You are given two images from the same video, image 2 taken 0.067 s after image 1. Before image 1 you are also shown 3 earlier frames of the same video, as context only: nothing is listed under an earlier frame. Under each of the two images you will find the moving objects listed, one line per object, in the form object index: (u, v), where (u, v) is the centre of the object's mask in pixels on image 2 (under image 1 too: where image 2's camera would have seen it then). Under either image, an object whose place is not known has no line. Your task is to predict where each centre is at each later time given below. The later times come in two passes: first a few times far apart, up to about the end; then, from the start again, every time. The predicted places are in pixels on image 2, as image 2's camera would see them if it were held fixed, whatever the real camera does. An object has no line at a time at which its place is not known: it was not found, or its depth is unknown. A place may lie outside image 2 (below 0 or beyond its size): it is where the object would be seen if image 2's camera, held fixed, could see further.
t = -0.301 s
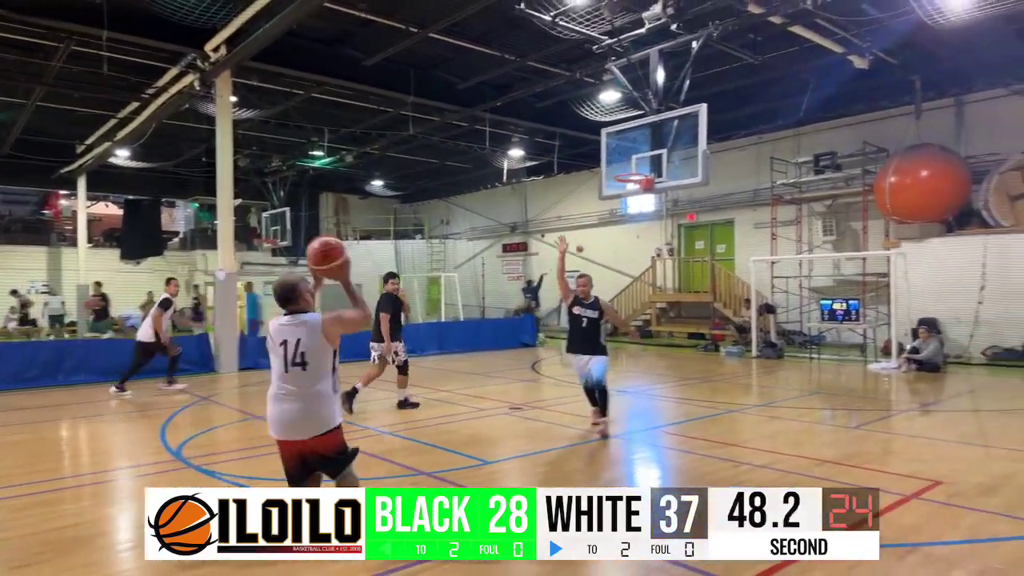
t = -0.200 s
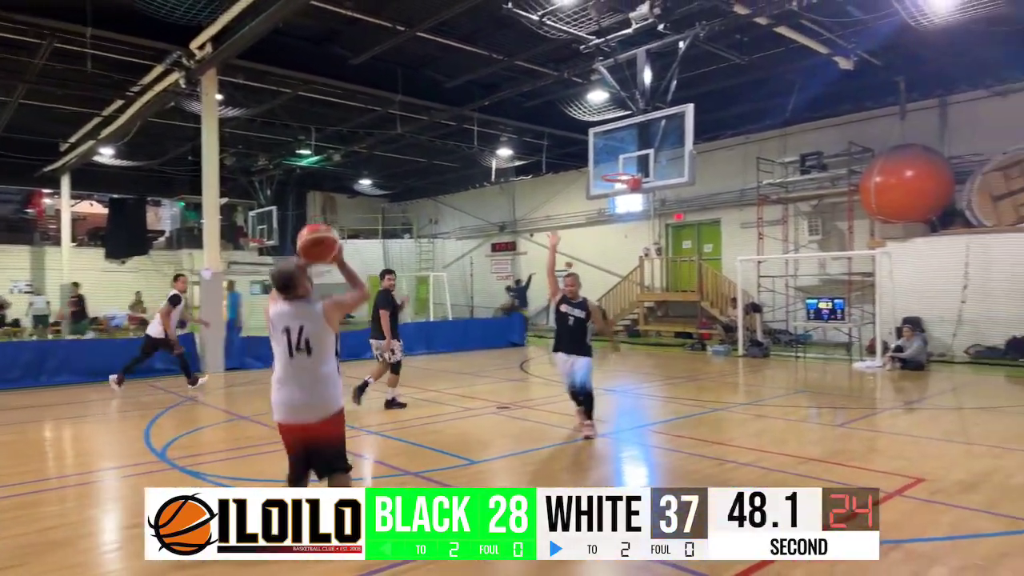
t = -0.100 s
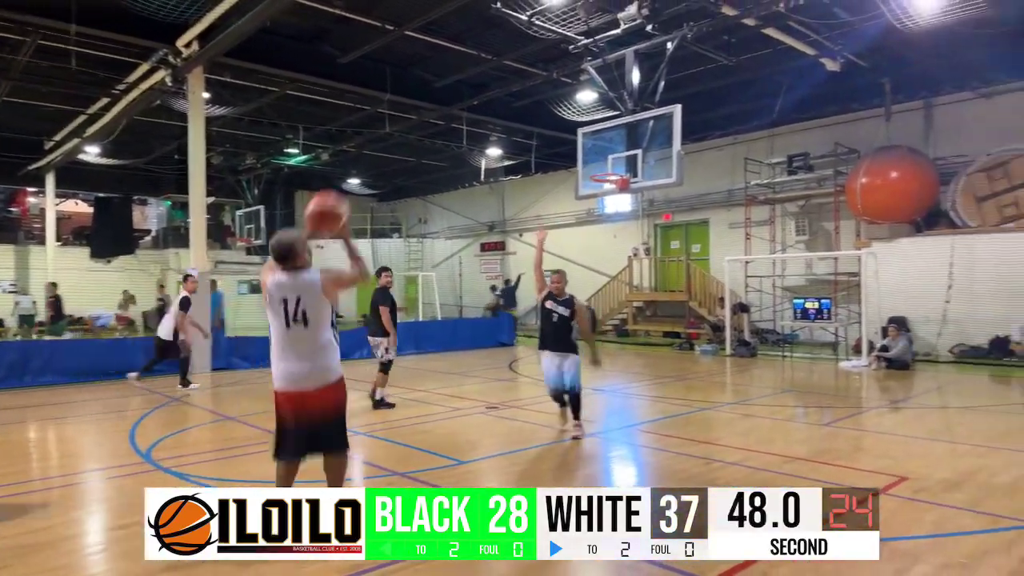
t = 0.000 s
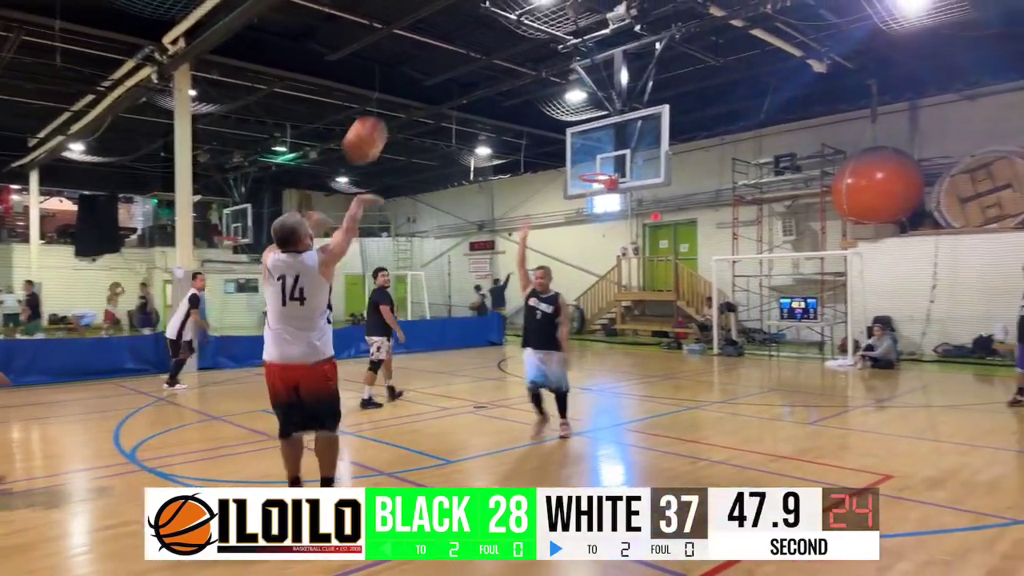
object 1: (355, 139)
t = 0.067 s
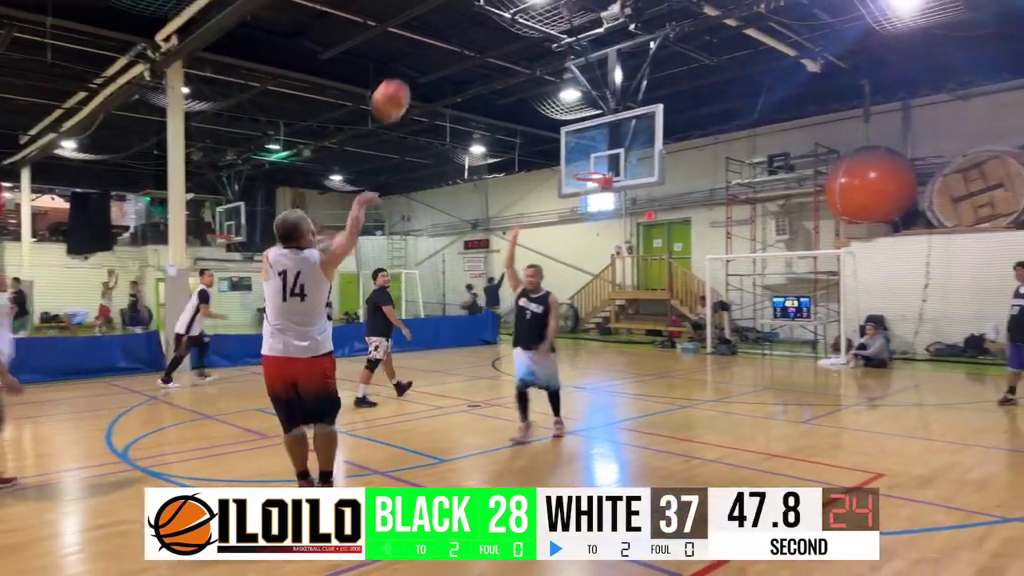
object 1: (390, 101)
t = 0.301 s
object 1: (472, 42)
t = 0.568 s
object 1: (533, 58)
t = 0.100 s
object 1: (404, 86)
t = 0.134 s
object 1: (418, 73)
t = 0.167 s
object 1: (430, 64)
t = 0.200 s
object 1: (442, 55)
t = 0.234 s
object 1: (453, 49)
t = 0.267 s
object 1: (463, 45)
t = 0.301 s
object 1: (472, 42)
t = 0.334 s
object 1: (481, 40)
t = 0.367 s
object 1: (490, 39)
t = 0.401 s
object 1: (497, 40)
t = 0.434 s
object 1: (506, 42)
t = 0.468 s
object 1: (513, 44)
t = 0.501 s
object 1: (520, 48)
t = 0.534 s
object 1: (527, 52)
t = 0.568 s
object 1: (533, 58)
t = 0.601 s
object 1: (539, 64)
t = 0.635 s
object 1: (545, 70)
